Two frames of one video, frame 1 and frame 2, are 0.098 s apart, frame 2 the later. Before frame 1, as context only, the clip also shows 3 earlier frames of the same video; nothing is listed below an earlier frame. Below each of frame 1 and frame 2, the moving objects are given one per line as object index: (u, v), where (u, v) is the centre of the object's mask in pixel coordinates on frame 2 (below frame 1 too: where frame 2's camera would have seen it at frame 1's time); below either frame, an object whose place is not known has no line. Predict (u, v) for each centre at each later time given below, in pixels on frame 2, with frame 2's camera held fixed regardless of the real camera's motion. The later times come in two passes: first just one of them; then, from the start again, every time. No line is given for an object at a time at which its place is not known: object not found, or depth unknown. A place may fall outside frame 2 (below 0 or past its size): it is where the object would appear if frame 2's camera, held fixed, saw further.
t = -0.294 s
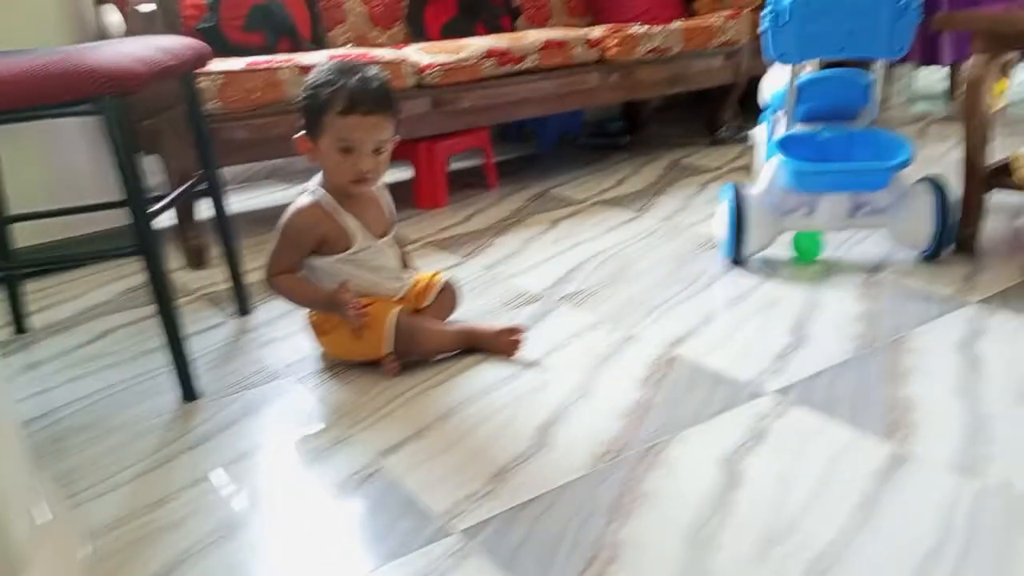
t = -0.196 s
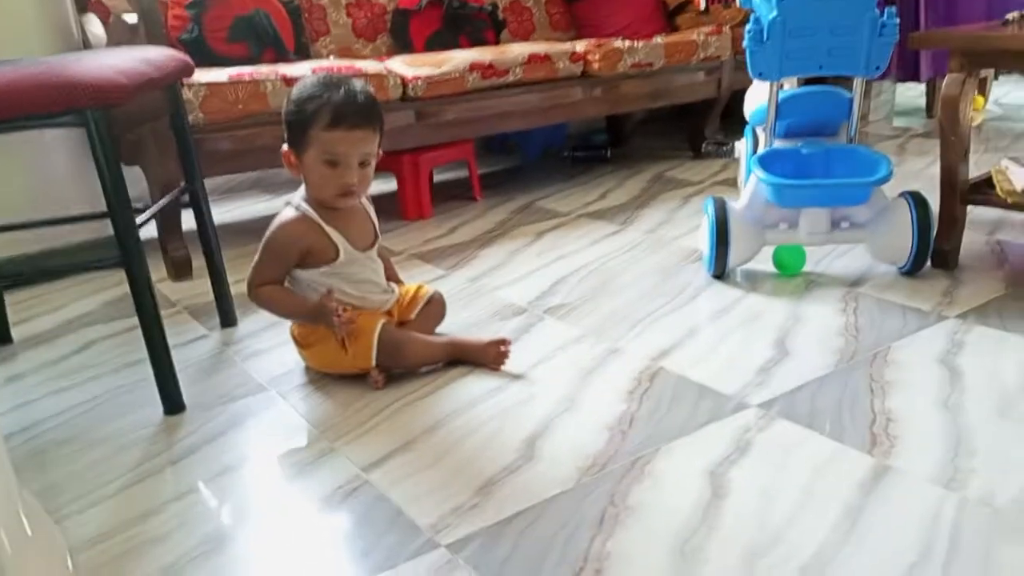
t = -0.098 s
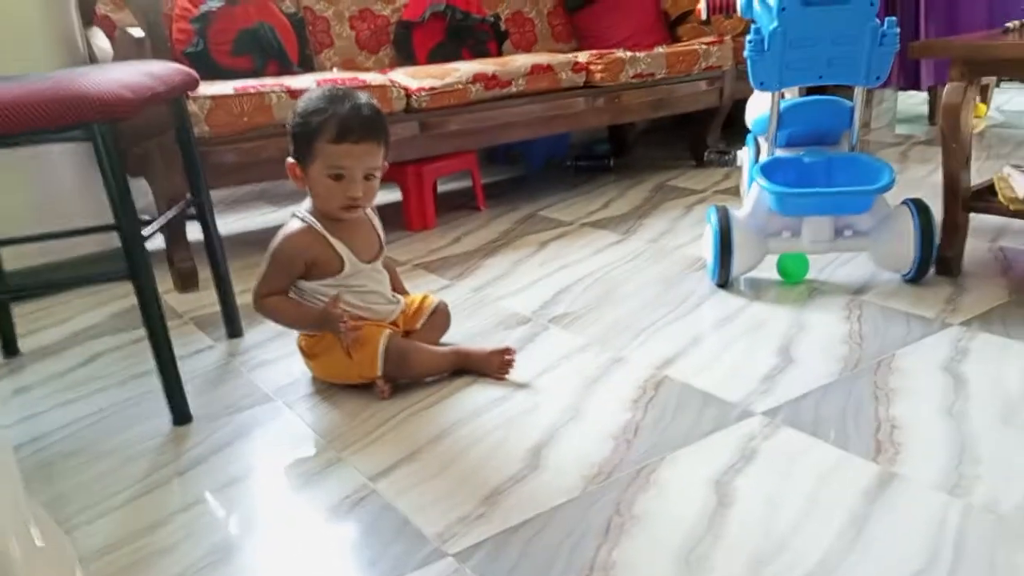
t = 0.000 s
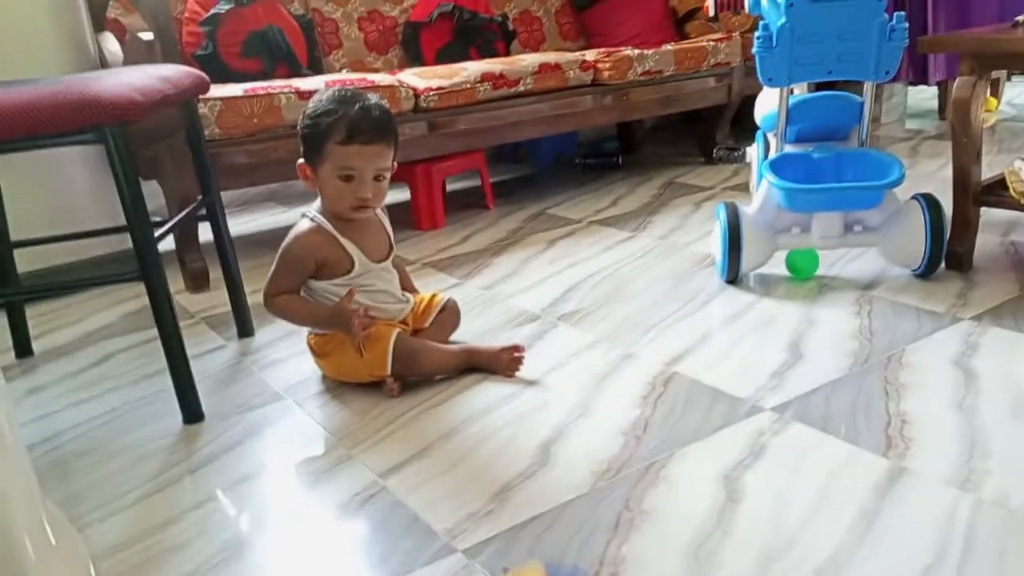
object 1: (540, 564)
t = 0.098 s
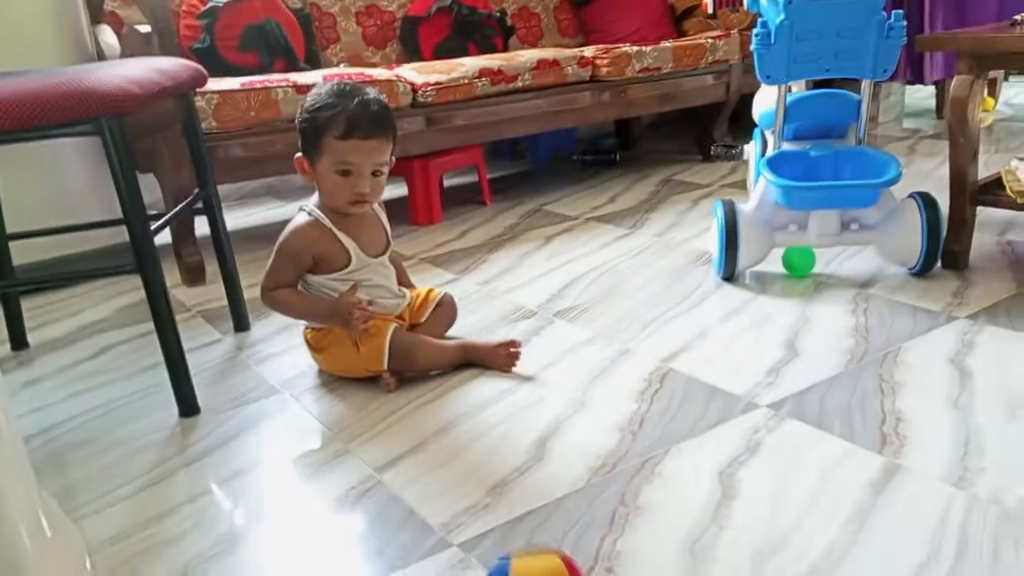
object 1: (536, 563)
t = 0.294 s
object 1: (519, 520)
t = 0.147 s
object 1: (530, 550)
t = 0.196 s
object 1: (527, 542)
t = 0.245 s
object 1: (519, 529)
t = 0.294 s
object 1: (519, 520)
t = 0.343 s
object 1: (516, 503)
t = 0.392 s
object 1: (513, 490)
